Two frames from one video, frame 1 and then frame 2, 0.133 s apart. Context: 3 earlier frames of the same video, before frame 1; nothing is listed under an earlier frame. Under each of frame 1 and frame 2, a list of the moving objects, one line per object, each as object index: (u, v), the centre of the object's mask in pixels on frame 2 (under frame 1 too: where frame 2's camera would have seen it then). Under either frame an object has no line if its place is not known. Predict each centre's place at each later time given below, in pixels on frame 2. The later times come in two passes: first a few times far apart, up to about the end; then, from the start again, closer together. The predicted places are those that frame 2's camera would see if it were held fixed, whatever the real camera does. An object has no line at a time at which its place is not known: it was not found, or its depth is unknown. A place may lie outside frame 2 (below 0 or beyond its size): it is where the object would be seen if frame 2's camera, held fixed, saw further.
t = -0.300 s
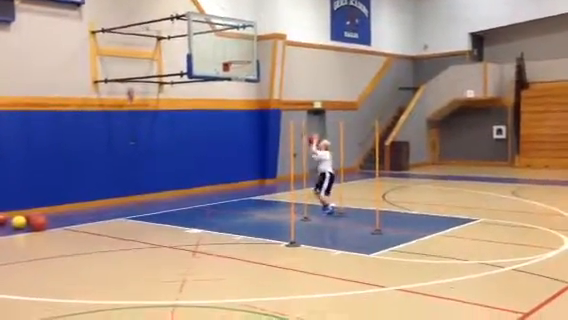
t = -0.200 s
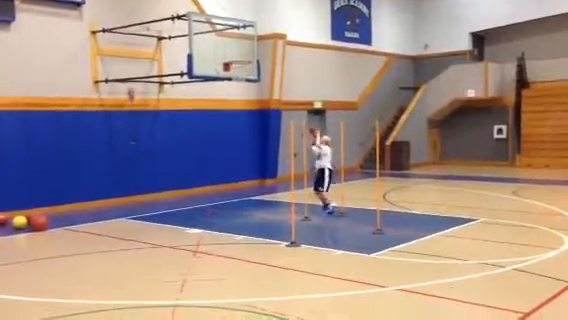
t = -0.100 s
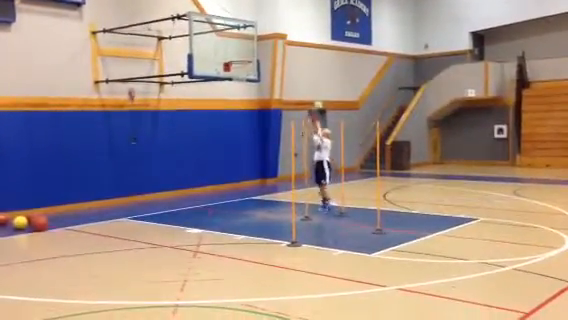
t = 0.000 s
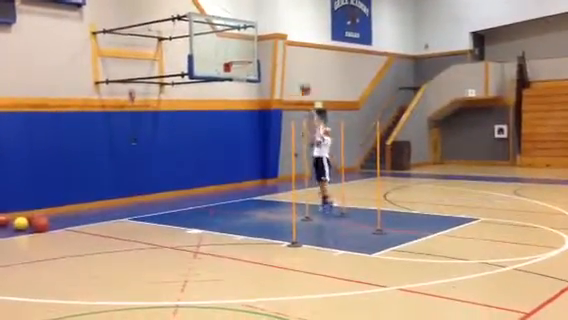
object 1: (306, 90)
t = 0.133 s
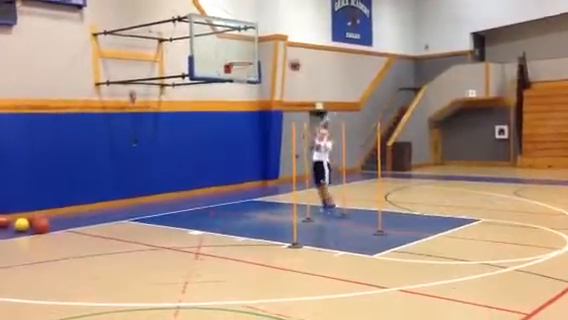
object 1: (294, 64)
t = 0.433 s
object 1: (270, 42)
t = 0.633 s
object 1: (255, 49)
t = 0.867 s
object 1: (241, 59)
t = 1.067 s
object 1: (234, 72)
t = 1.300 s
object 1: (241, 99)
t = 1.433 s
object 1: (246, 126)
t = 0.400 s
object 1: (275, 43)
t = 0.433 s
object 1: (270, 42)
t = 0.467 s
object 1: (267, 43)
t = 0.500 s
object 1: (264, 43)
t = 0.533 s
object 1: (263, 44)
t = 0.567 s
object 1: (260, 46)
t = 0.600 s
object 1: (257, 47)
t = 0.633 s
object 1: (255, 49)
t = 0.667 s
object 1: (252, 54)
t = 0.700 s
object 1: (249, 56)
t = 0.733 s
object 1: (248, 56)
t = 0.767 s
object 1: (247, 56)
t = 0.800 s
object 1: (243, 57)
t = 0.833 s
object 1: (243, 58)
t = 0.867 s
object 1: (241, 59)
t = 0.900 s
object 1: (239, 60)
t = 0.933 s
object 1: (237, 63)
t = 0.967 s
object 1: (236, 65)
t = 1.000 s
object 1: (235, 69)
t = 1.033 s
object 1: (234, 70)
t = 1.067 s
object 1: (234, 72)
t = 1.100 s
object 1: (235, 75)
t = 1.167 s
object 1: (237, 82)
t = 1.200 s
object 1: (238, 87)
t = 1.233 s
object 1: (239, 90)
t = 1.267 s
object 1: (240, 95)
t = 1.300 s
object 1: (241, 99)
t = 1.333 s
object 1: (241, 107)
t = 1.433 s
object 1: (246, 126)
